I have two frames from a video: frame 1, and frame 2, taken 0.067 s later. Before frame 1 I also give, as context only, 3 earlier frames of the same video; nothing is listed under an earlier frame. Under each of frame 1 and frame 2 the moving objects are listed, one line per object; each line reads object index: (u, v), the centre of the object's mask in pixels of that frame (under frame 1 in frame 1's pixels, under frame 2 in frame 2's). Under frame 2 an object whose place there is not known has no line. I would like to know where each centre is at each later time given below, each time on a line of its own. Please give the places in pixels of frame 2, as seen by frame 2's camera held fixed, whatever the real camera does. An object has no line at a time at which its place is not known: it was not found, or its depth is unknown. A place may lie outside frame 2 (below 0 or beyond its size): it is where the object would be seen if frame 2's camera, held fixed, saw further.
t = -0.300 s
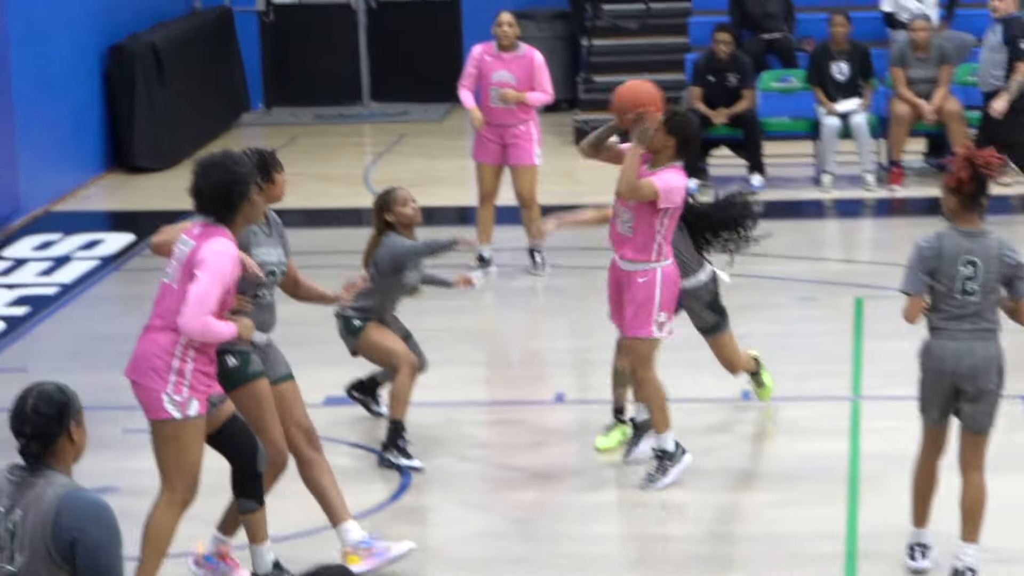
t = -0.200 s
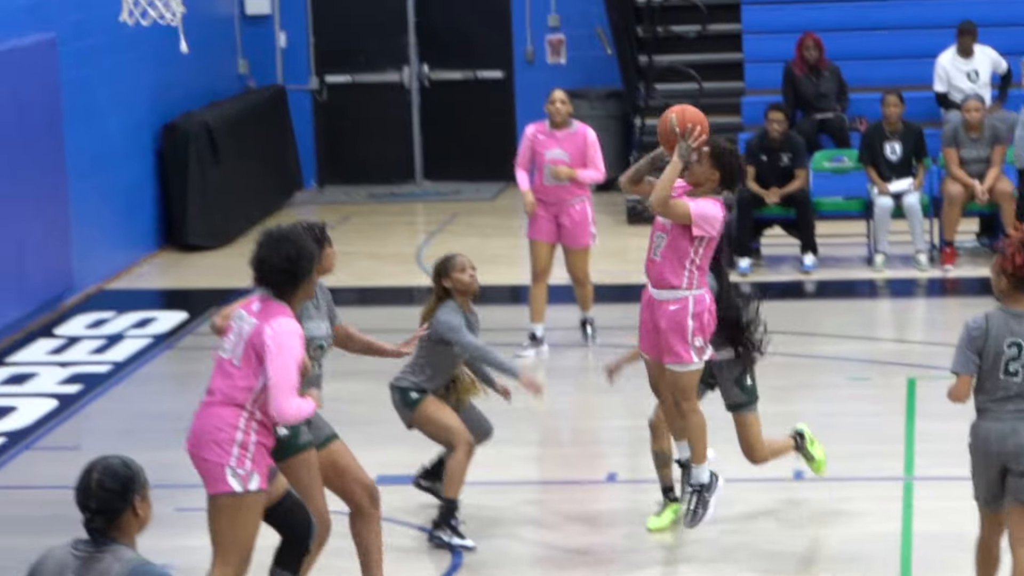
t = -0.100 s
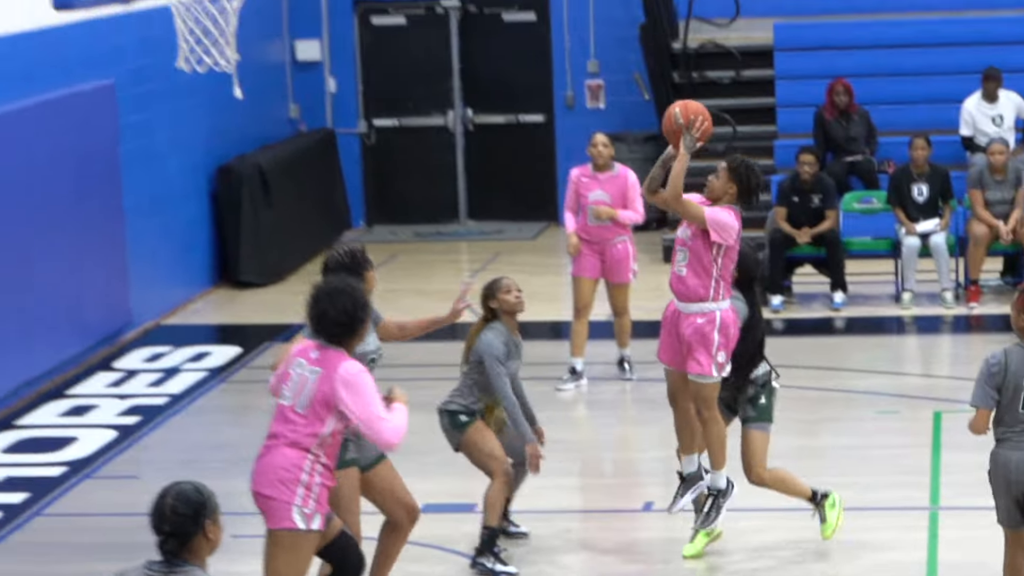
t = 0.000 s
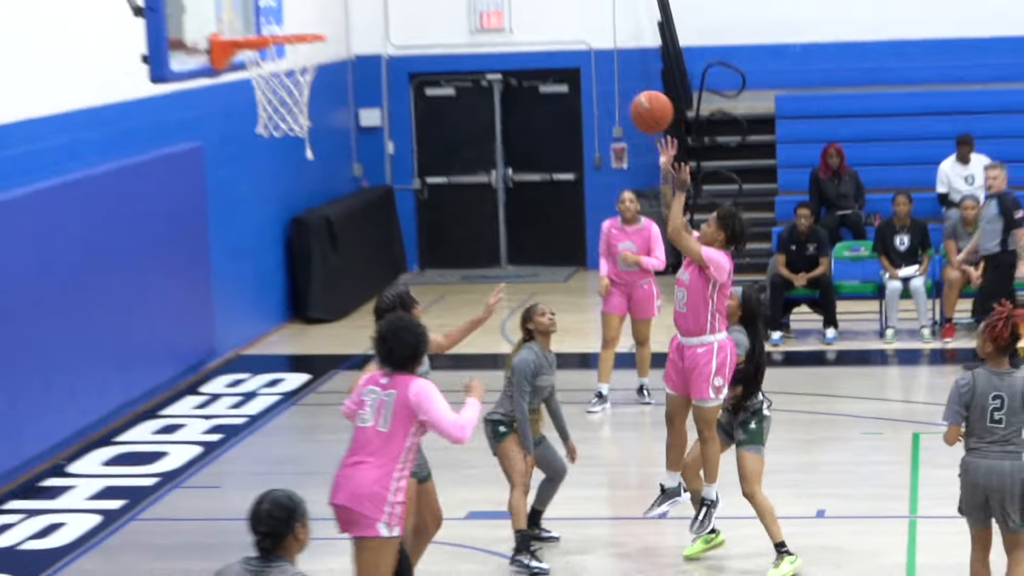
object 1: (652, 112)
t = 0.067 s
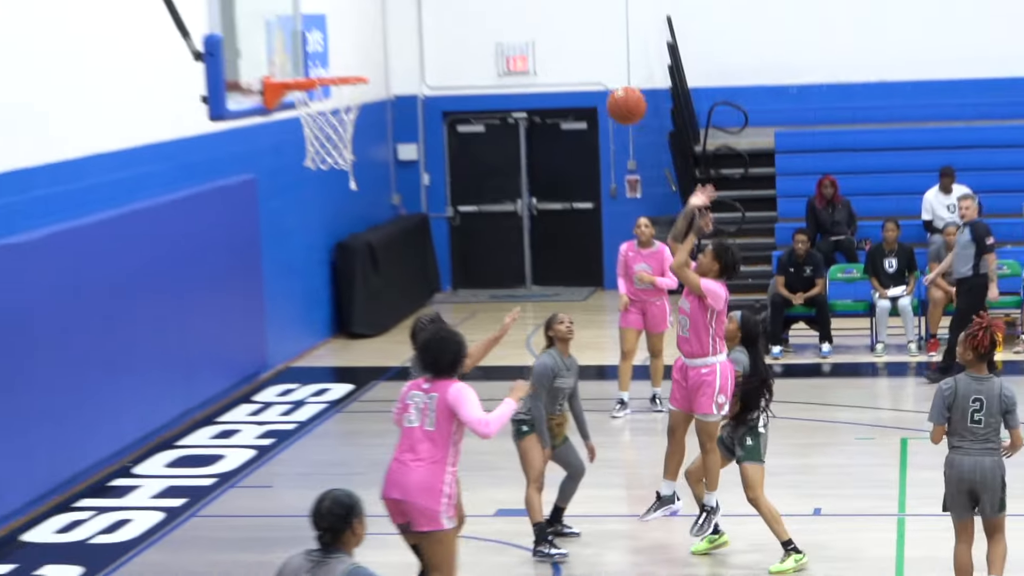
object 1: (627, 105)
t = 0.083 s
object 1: (617, 96)
